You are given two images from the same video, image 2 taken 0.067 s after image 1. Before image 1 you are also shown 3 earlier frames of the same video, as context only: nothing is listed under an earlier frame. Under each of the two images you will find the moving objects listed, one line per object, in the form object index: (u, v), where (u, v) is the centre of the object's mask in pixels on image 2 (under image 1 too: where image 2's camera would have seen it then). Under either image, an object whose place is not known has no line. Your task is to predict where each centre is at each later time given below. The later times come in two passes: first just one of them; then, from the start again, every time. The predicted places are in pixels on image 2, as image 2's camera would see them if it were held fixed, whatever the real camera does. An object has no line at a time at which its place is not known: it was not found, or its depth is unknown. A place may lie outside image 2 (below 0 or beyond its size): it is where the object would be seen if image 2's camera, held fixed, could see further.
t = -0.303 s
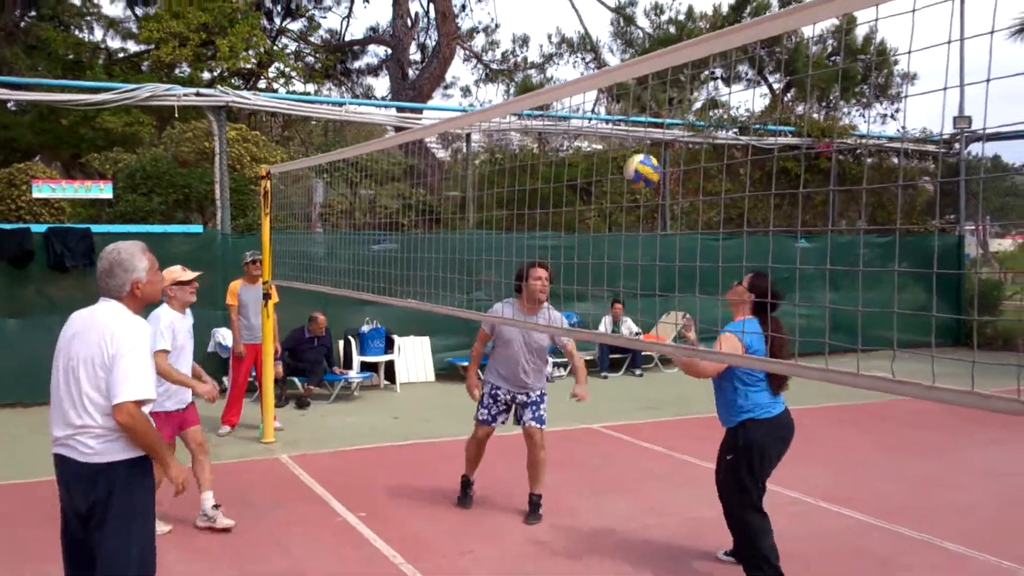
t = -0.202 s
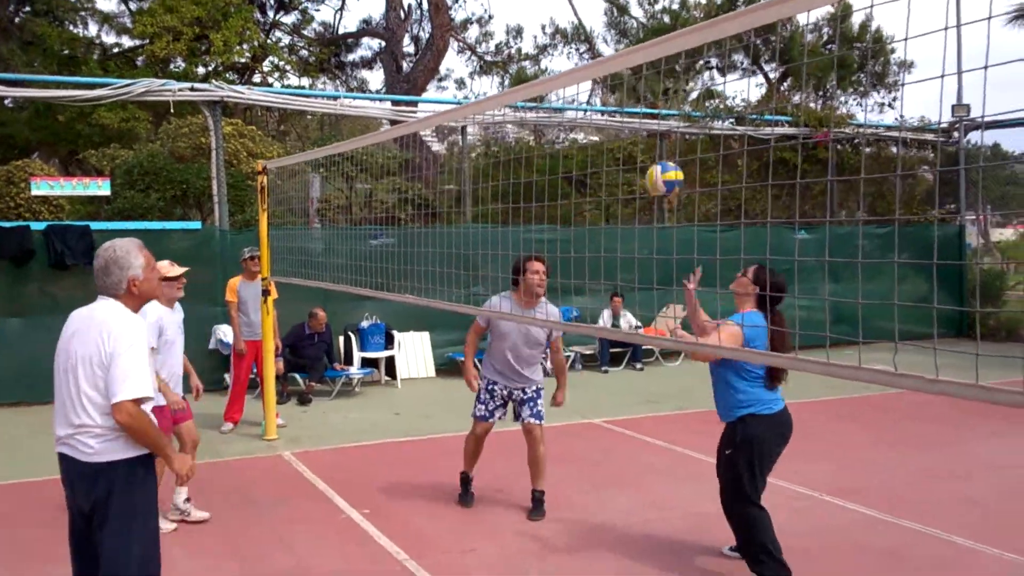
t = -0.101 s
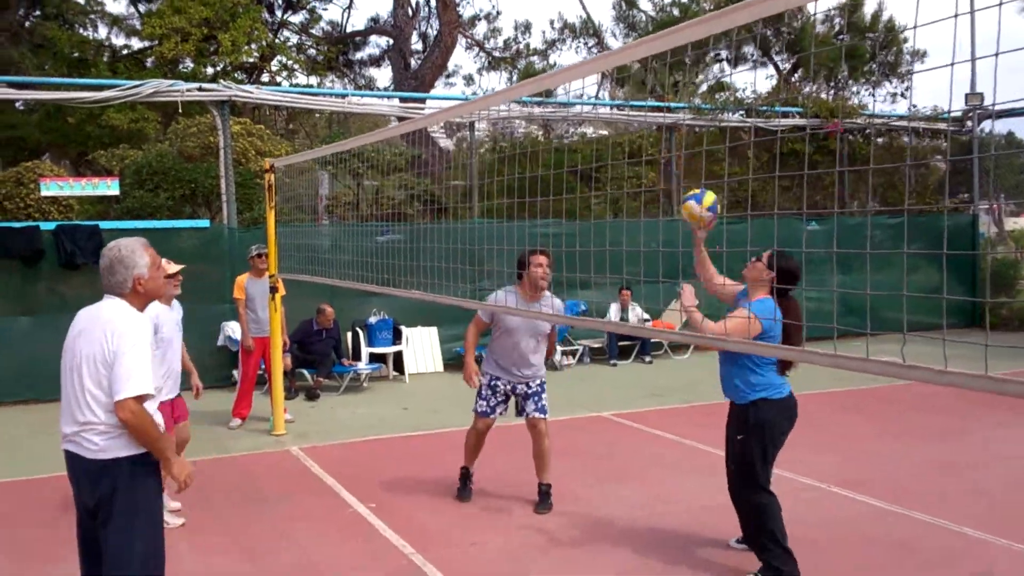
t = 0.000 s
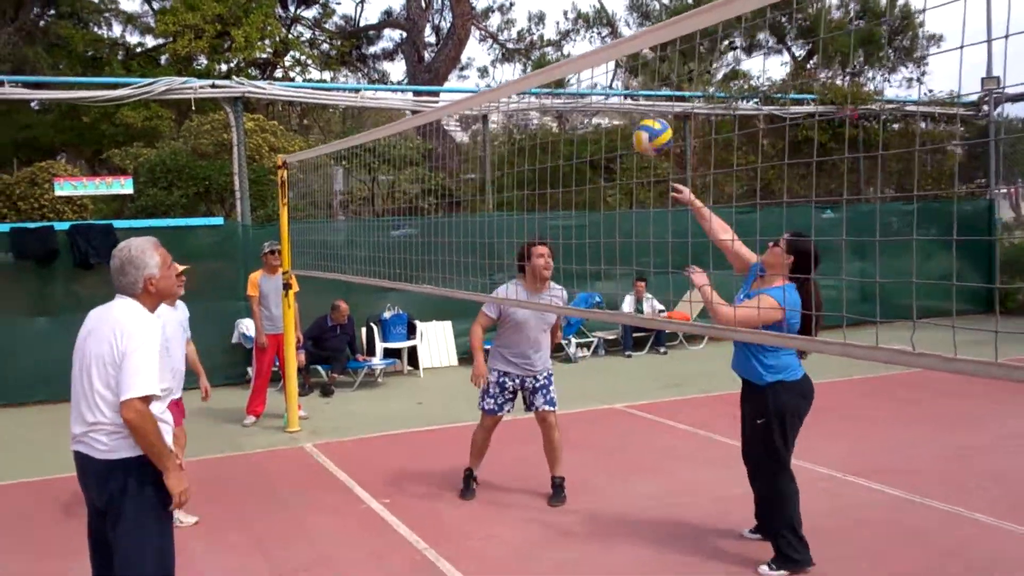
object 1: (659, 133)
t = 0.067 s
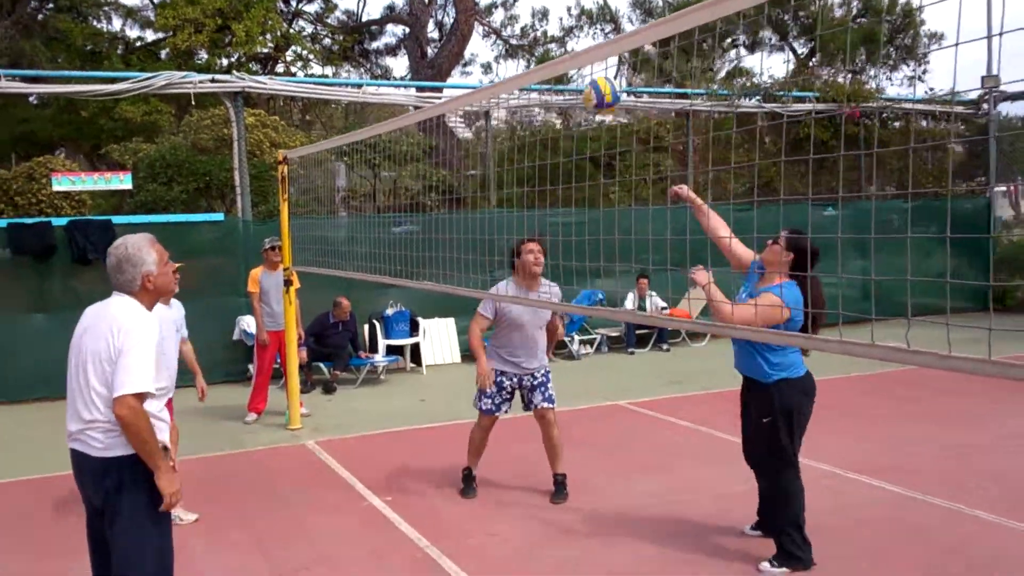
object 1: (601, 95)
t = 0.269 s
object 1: (440, 25)
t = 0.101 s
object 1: (573, 82)
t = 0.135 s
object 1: (546, 55)
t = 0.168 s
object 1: (521, 50)
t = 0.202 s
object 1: (493, 42)
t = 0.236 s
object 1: (466, 33)
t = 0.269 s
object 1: (440, 25)
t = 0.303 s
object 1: (413, 23)
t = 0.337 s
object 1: (387, 20)
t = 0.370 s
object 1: (360, 22)
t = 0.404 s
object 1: (334, 23)
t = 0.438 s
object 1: (309, 25)
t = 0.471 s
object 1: (285, 30)
